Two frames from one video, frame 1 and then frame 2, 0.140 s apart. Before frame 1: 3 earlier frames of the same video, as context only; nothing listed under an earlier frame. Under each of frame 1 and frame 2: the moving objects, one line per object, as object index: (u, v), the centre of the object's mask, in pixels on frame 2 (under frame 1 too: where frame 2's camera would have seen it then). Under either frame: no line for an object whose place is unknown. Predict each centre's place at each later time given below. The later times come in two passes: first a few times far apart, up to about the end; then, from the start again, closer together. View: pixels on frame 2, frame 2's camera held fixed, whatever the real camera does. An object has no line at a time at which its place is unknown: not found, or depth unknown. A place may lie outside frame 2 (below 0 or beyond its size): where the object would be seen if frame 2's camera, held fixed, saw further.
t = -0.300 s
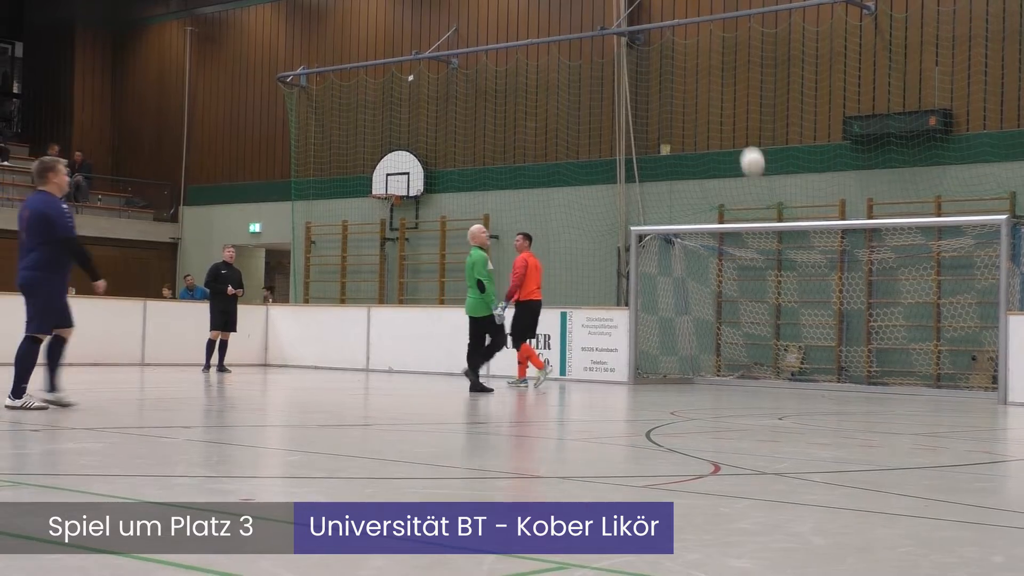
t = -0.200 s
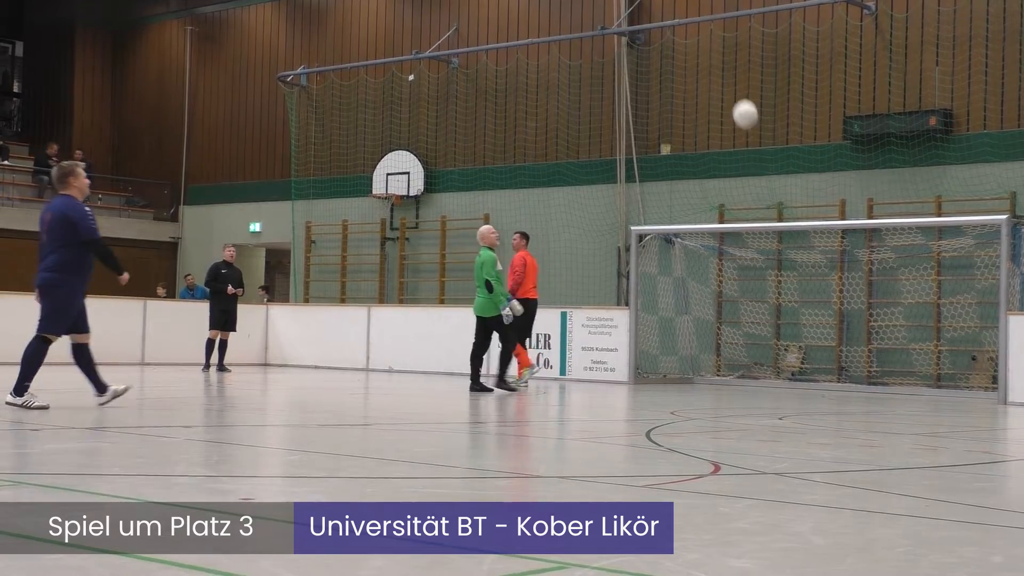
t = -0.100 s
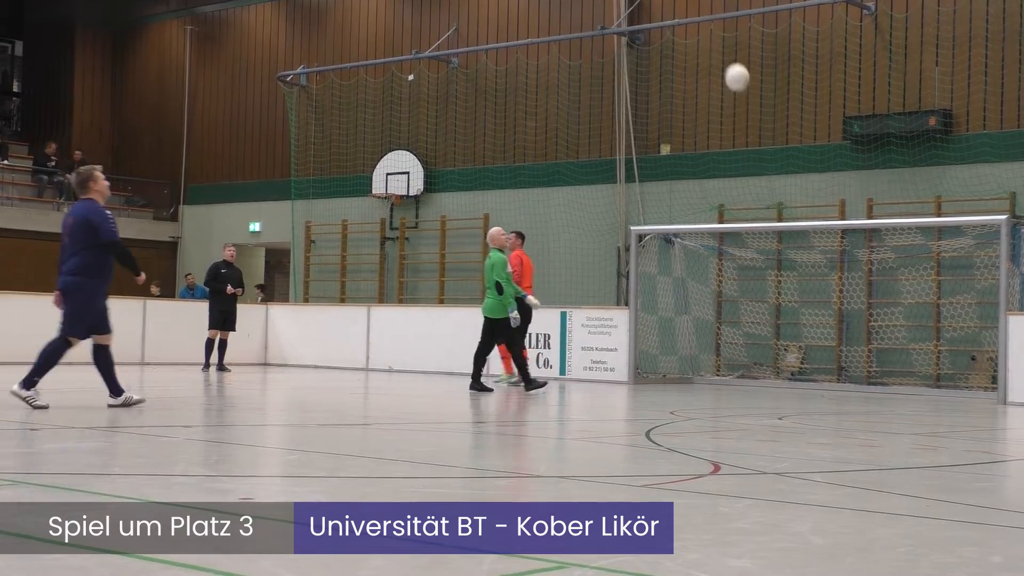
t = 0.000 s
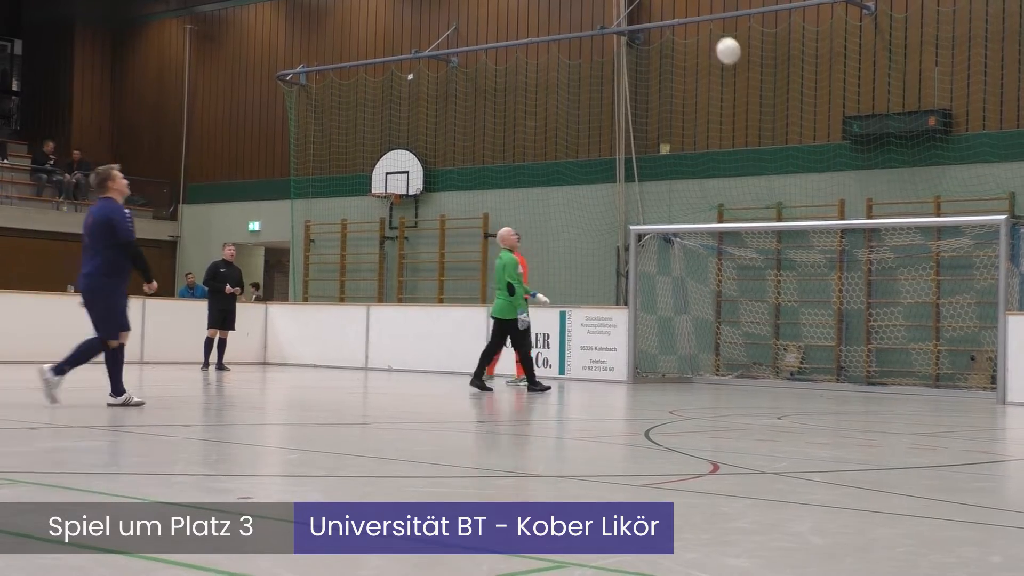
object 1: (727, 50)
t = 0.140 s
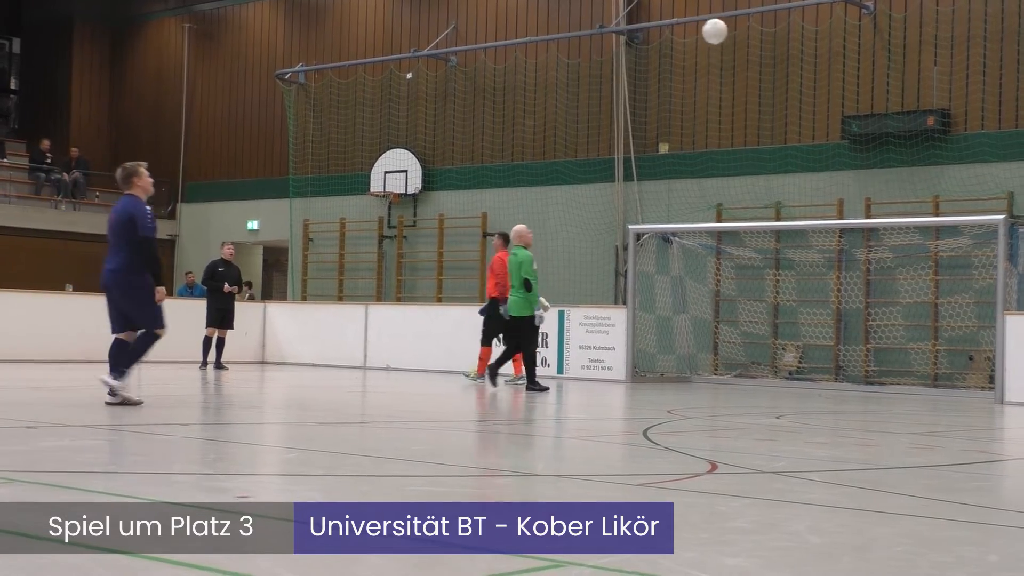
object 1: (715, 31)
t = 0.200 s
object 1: (709, 30)
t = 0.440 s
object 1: (686, 61)
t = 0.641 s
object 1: (665, 136)
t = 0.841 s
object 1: (645, 254)
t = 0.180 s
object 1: (711, 30)
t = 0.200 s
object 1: (709, 30)
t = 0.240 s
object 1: (706, 30)
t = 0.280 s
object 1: (702, 33)
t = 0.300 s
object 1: (700, 35)
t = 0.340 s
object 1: (696, 40)
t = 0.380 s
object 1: (692, 47)
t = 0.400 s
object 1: (690, 51)
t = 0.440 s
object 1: (686, 61)
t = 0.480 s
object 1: (682, 73)
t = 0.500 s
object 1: (680, 79)
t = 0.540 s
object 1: (676, 93)
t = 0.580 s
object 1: (672, 109)
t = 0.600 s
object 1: (670, 117)
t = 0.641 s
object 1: (665, 136)
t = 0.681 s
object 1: (661, 156)
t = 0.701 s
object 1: (659, 166)
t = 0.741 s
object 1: (655, 189)
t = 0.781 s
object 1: (651, 212)
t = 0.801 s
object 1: (649, 226)
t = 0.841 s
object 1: (645, 254)
